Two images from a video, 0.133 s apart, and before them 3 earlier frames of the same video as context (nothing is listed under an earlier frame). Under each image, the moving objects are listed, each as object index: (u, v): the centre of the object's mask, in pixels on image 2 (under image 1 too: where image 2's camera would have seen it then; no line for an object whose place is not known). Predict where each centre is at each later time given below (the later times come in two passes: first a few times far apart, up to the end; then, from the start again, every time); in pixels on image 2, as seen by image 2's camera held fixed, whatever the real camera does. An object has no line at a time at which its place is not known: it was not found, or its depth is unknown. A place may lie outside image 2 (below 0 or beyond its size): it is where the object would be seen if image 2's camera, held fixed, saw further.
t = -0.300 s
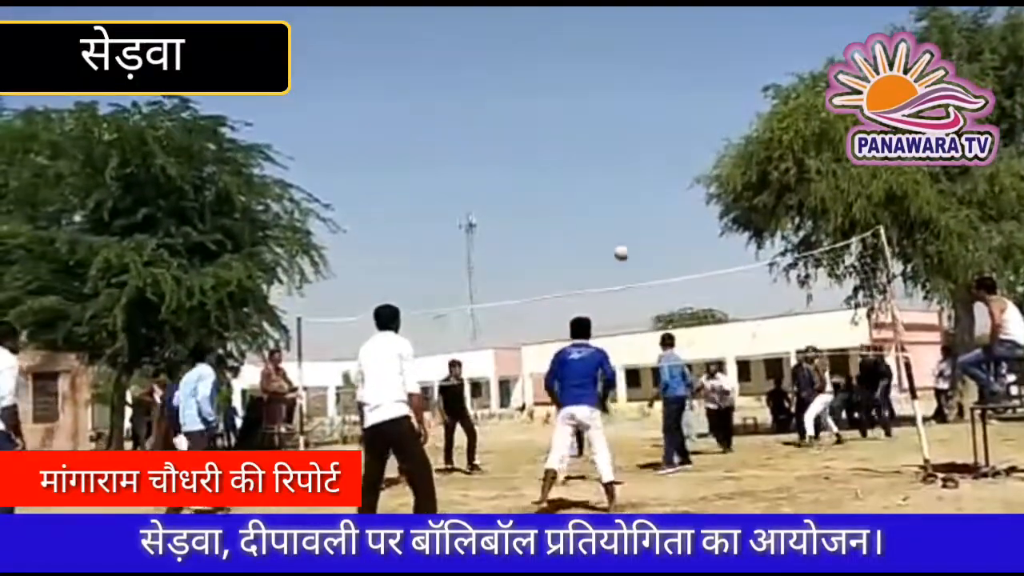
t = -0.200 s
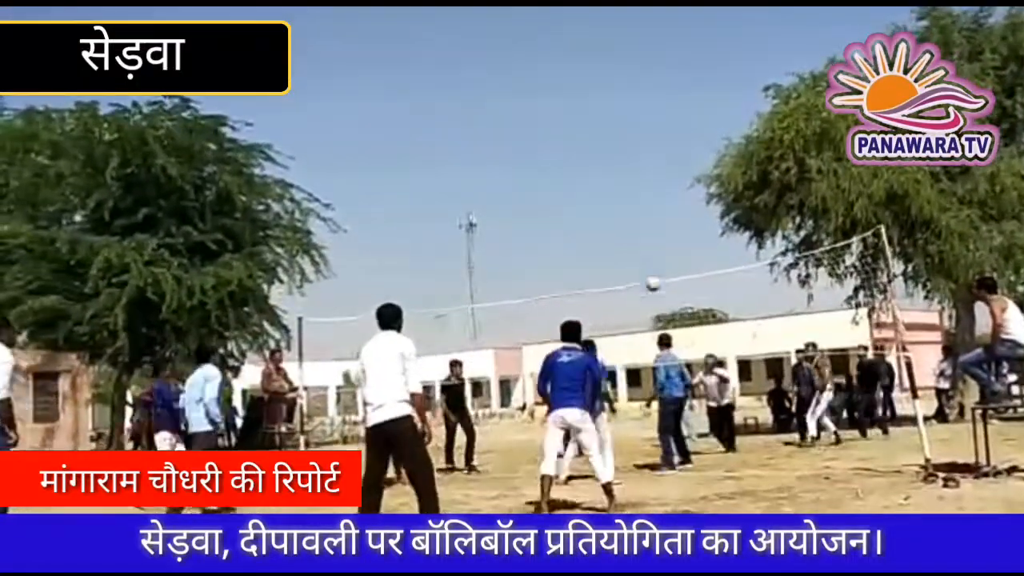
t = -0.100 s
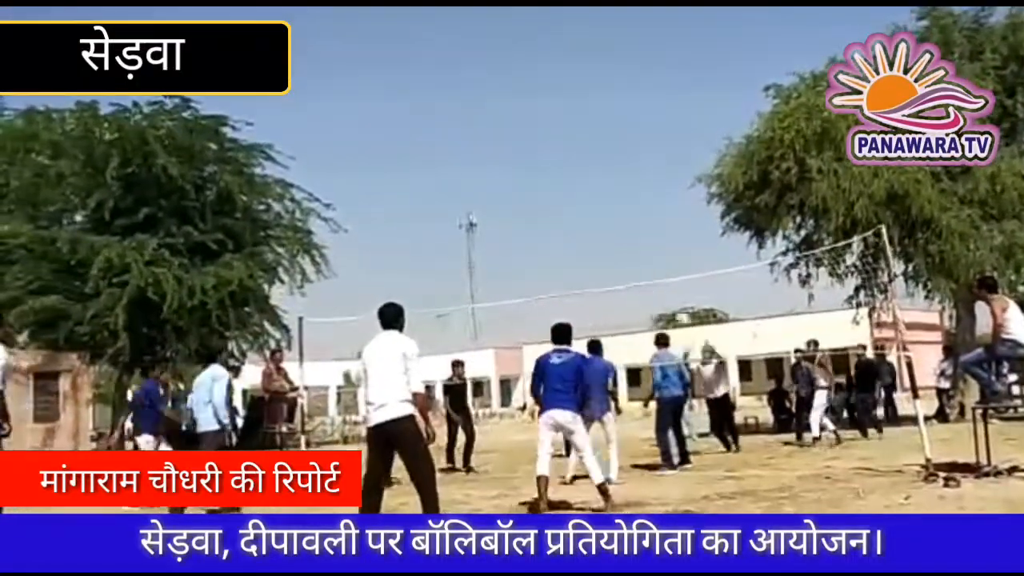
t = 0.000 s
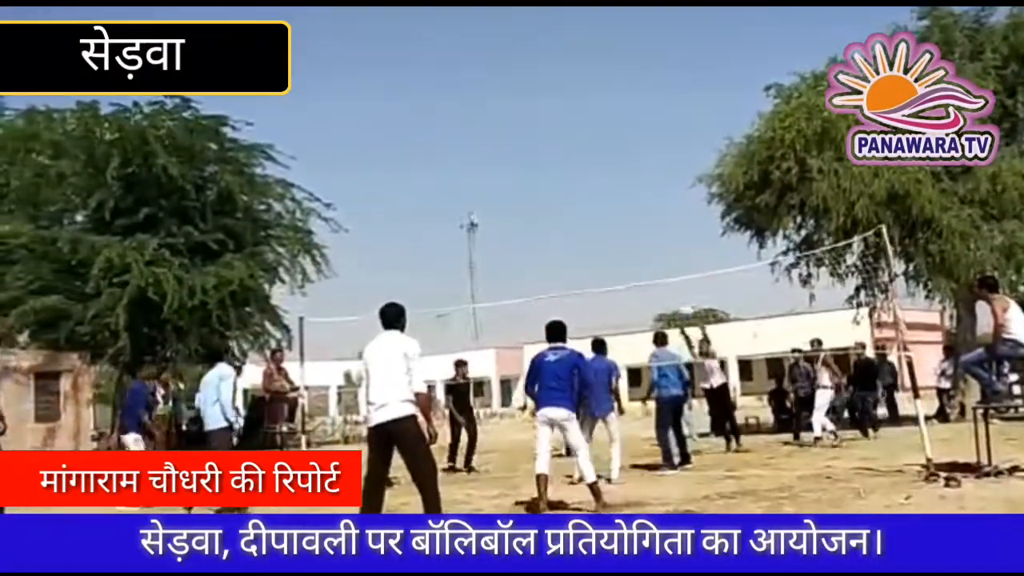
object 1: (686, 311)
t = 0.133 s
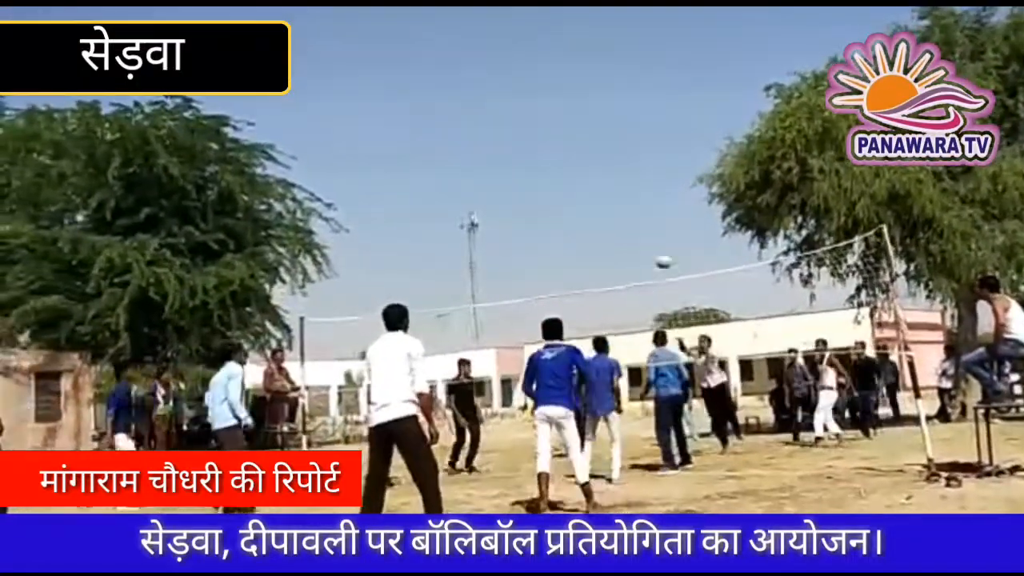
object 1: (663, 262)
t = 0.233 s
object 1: (643, 229)
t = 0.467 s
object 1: (588, 169)
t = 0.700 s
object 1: (518, 144)
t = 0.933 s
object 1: (420, 178)
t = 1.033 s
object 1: (363, 220)
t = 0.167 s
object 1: (656, 251)
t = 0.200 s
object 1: (650, 239)
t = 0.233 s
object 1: (643, 229)
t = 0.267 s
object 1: (637, 219)
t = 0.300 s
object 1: (629, 210)
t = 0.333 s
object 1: (622, 201)
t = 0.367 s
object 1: (614, 192)
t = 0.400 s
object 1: (605, 184)
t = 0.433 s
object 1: (597, 176)
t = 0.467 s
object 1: (588, 169)
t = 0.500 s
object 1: (578, 163)
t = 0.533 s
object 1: (570, 158)
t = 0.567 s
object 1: (560, 153)
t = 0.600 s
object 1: (550, 149)
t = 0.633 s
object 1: (540, 146)
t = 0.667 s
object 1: (529, 144)
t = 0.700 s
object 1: (518, 144)
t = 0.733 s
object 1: (506, 144)
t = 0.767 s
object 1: (494, 146)
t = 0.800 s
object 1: (480, 150)
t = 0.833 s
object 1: (467, 154)
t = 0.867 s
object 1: (452, 160)
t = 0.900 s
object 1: (436, 169)
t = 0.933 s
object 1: (420, 178)
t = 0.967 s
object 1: (402, 190)
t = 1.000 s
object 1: (383, 204)
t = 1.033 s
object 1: (363, 220)
